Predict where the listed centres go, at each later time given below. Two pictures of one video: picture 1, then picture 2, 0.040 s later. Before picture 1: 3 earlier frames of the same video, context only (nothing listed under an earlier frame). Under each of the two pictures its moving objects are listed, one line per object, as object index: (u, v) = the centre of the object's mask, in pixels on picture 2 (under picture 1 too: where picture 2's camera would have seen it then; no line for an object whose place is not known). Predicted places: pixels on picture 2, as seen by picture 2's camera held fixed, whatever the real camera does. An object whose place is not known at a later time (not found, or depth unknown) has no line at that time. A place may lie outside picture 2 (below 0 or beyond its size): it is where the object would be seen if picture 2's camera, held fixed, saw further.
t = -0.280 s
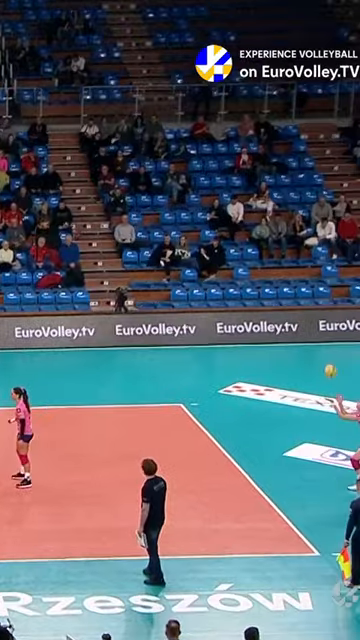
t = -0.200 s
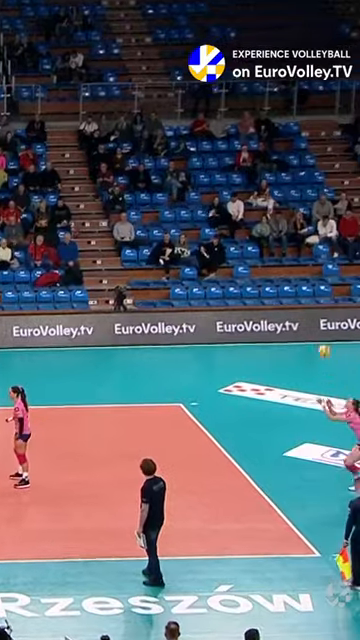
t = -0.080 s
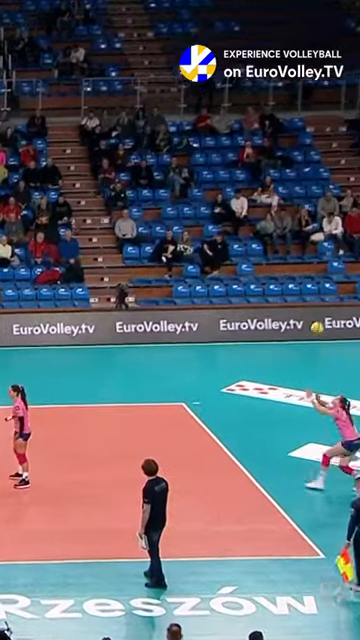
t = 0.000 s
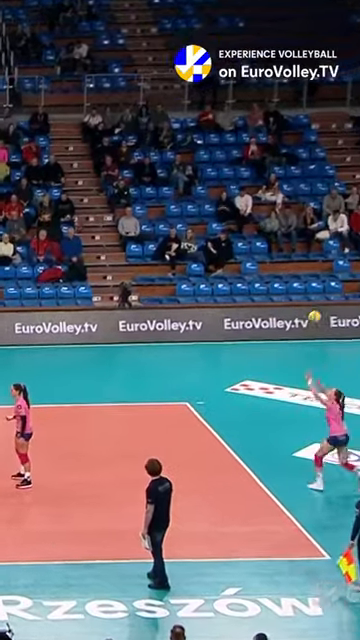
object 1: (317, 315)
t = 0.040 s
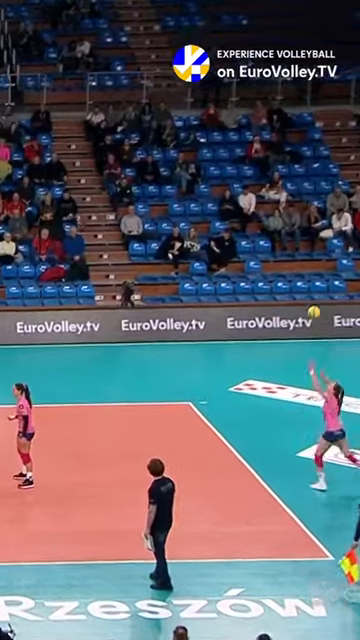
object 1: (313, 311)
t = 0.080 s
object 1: (309, 309)
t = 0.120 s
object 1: (305, 307)
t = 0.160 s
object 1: (301, 305)
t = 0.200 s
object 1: (297, 305)
